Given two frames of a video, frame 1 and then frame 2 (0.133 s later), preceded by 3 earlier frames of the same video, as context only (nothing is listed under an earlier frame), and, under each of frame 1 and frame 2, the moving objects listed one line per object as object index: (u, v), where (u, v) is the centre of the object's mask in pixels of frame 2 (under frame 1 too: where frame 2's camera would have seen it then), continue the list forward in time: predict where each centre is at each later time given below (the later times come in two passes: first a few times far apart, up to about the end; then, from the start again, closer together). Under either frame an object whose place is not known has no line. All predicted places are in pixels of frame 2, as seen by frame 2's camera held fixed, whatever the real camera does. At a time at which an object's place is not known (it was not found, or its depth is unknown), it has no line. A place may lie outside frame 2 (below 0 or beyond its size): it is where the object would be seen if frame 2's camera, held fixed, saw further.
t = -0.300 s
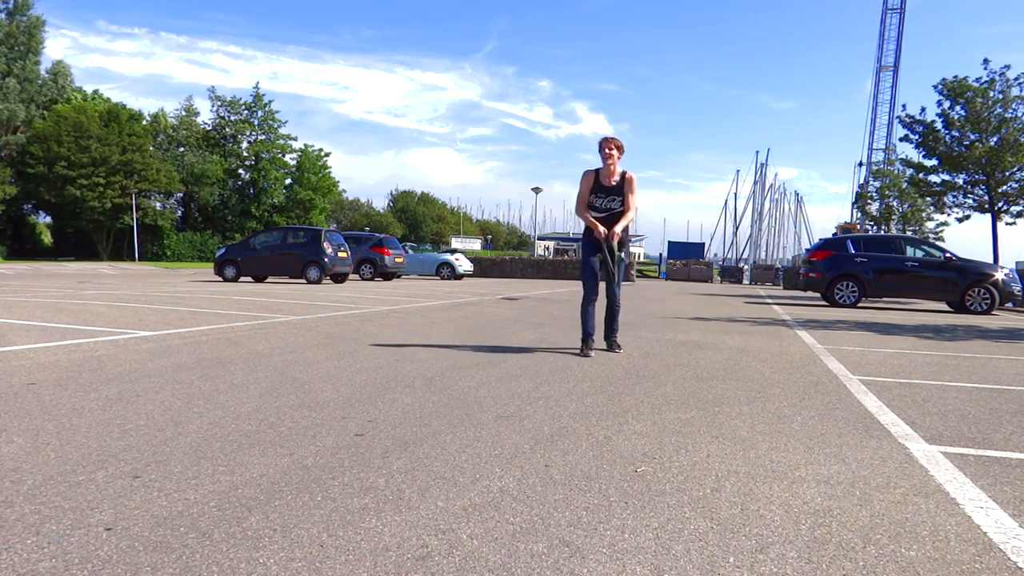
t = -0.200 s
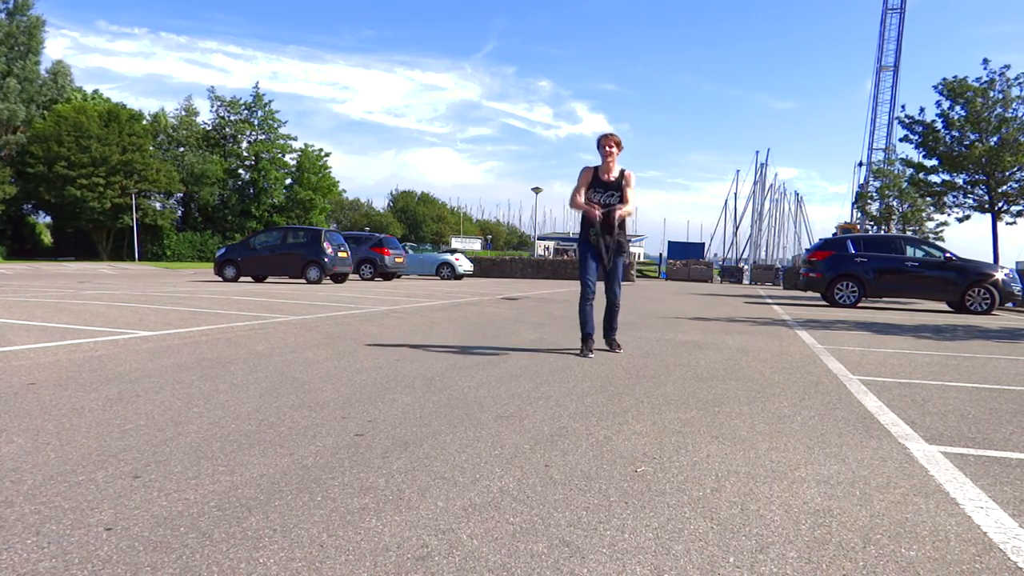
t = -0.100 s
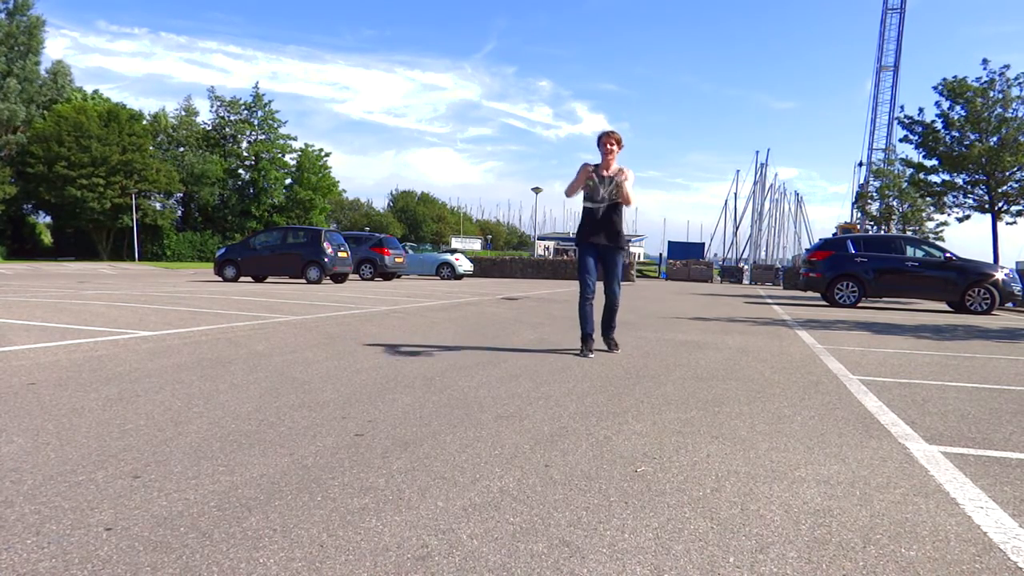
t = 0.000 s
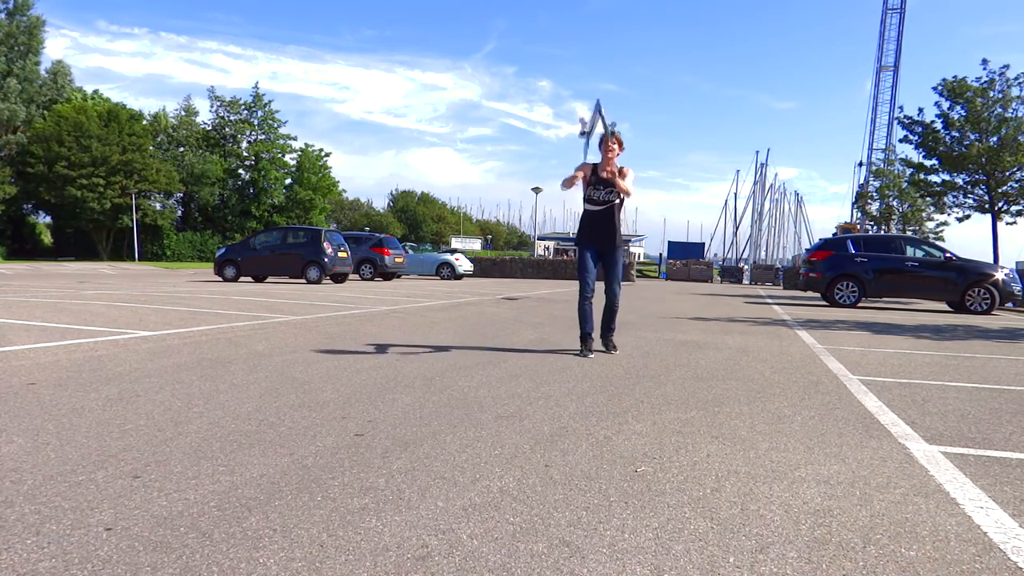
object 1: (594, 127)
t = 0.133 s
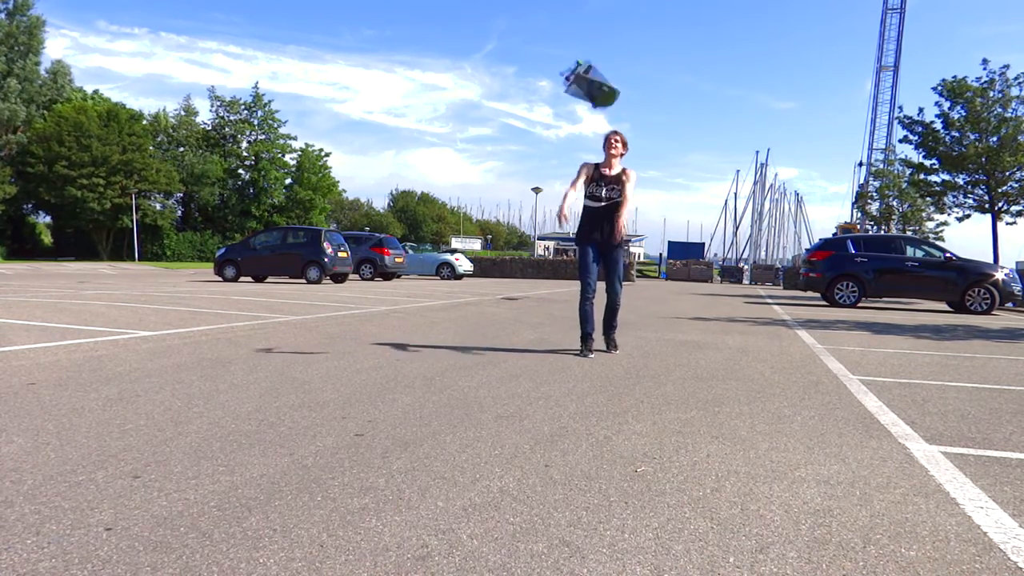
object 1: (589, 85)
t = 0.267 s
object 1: (572, 60)
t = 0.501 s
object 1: (548, 74)
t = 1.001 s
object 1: (477, 340)
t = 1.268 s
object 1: (457, 338)
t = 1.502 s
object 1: (441, 348)
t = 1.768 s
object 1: (429, 348)
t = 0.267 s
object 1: (572, 60)
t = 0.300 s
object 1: (566, 57)
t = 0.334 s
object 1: (562, 54)
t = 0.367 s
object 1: (561, 55)
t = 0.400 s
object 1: (560, 57)
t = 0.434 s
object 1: (555, 62)
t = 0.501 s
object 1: (548, 74)
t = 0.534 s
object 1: (543, 84)
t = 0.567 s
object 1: (536, 88)
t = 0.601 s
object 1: (528, 96)
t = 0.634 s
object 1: (527, 110)
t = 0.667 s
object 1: (528, 124)
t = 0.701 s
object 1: (522, 139)
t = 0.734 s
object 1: (522, 155)
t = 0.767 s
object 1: (516, 174)
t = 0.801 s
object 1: (514, 198)
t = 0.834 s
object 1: (509, 218)
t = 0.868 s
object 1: (493, 228)
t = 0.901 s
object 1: (499, 272)
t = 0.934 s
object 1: (492, 299)
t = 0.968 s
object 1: (484, 318)
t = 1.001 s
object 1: (477, 340)
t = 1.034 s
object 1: (474, 350)
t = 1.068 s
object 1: (470, 346)
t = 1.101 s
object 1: (466, 343)
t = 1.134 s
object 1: (464, 340)
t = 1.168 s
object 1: (462, 338)
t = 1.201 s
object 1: (463, 333)
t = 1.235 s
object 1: (461, 335)
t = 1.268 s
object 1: (457, 338)
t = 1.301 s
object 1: (453, 341)
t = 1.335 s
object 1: (451, 342)
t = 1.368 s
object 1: (450, 343)
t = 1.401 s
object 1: (449, 344)
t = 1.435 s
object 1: (447, 346)
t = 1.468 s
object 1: (445, 348)
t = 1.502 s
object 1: (441, 348)
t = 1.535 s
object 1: (438, 346)
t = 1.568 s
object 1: (435, 345)
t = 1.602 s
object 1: (432, 345)
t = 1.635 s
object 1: (430, 345)
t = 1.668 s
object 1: (428, 346)
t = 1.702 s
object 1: (428, 347)
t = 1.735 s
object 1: (429, 348)
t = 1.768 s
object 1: (429, 348)
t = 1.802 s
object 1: (430, 348)
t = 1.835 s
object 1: (431, 348)
